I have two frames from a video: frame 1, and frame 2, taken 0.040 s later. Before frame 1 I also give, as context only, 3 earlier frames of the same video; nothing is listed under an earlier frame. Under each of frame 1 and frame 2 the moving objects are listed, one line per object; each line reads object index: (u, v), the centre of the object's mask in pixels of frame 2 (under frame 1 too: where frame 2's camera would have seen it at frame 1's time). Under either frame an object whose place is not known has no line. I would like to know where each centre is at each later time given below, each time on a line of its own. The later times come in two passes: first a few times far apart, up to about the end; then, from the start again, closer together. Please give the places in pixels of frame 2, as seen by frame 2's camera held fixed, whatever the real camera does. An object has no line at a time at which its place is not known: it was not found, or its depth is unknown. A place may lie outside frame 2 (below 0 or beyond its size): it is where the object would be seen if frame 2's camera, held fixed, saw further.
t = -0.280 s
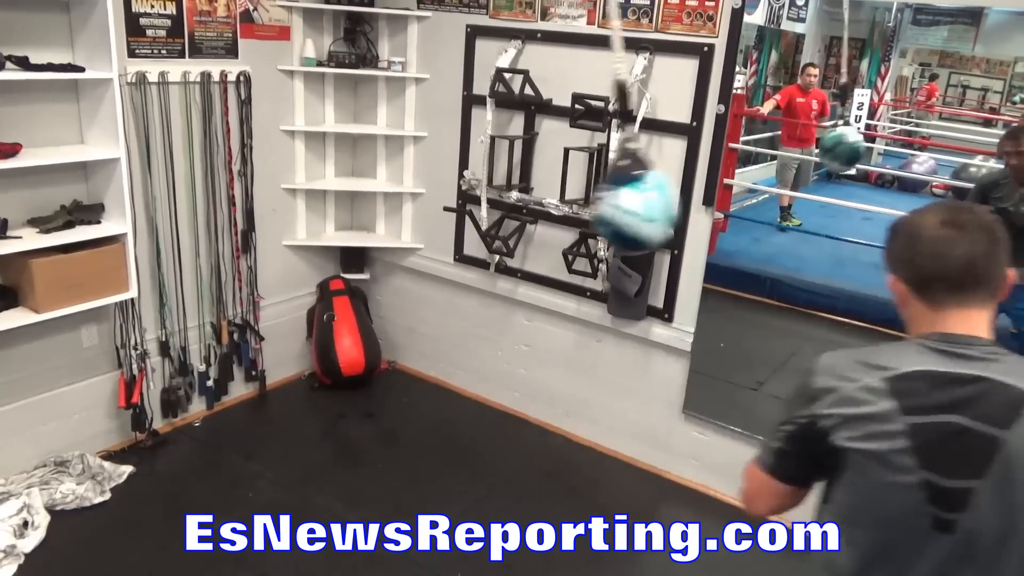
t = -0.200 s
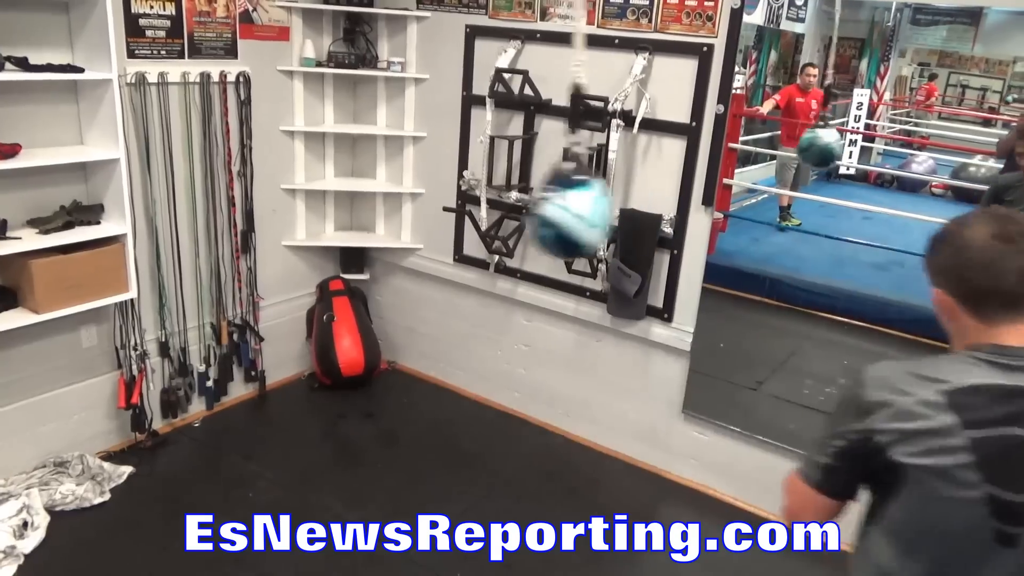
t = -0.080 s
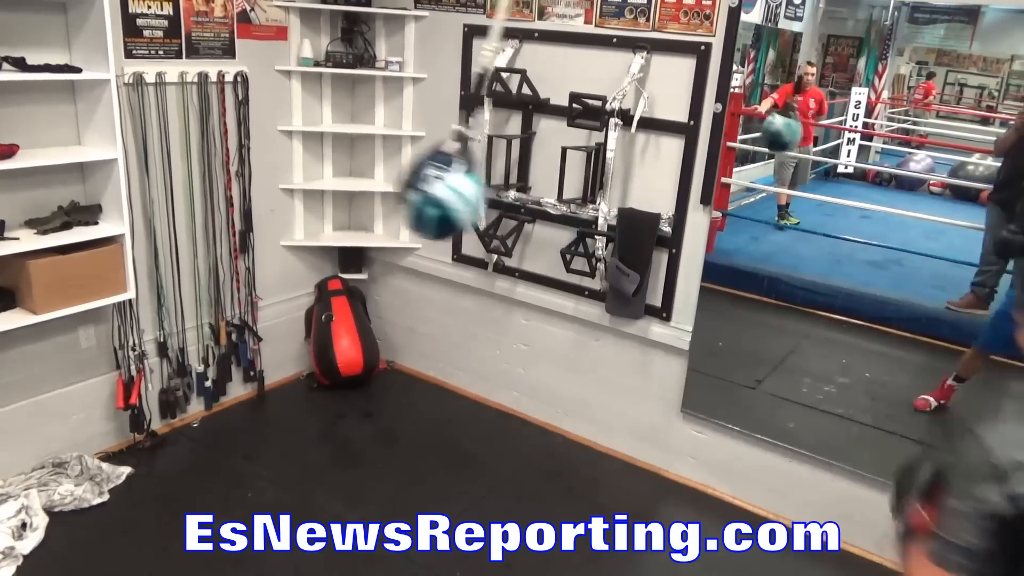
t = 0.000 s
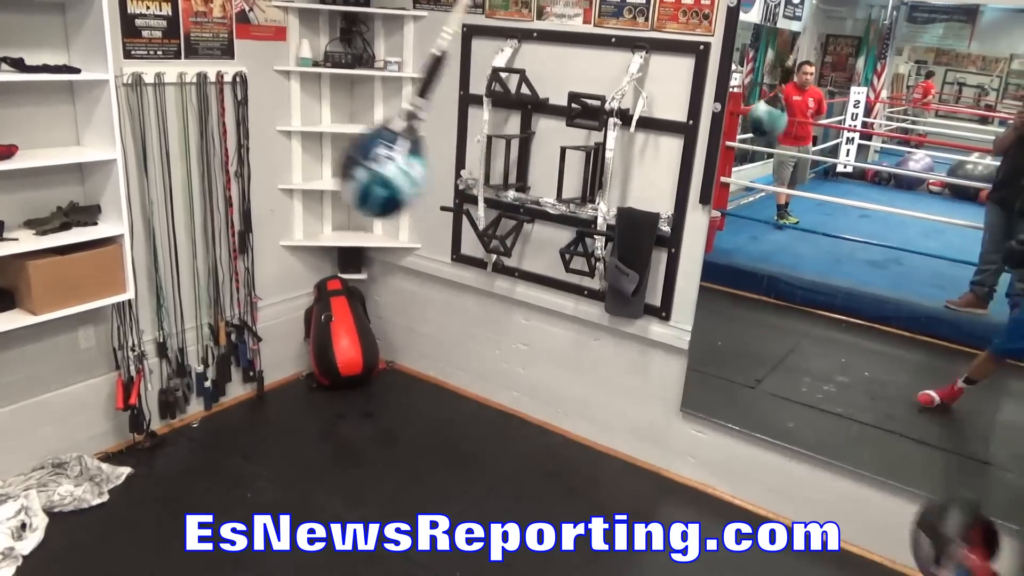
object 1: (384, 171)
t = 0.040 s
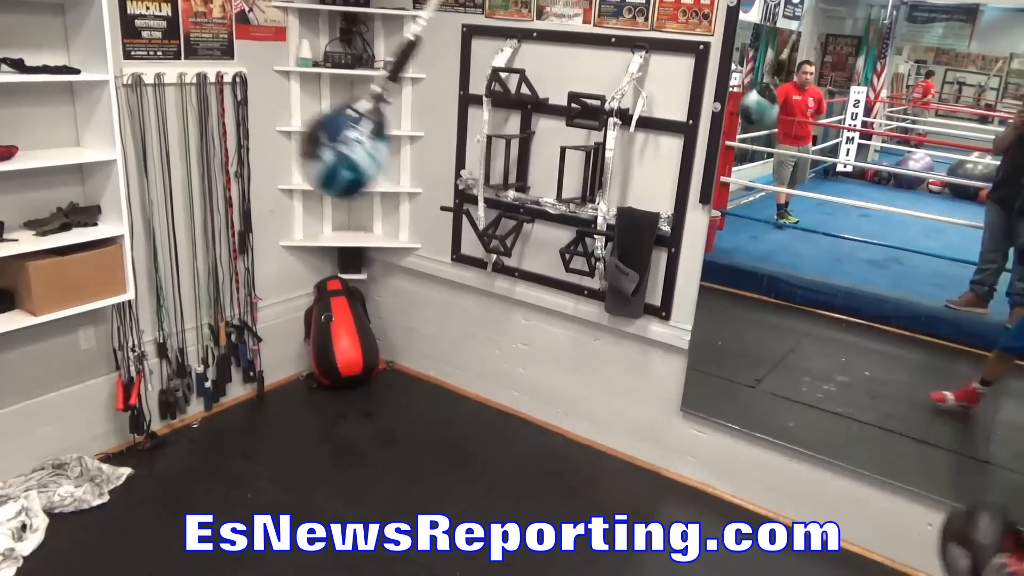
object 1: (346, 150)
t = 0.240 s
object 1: (243, 73)
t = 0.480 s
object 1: (239, 68)
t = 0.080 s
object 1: (323, 135)
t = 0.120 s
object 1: (291, 116)
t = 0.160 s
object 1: (278, 98)
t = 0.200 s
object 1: (261, 88)
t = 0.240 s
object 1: (243, 73)
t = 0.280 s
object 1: (234, 65)
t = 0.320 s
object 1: (228, 57)
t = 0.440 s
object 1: (232, 61)
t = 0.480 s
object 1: (239, 68)
